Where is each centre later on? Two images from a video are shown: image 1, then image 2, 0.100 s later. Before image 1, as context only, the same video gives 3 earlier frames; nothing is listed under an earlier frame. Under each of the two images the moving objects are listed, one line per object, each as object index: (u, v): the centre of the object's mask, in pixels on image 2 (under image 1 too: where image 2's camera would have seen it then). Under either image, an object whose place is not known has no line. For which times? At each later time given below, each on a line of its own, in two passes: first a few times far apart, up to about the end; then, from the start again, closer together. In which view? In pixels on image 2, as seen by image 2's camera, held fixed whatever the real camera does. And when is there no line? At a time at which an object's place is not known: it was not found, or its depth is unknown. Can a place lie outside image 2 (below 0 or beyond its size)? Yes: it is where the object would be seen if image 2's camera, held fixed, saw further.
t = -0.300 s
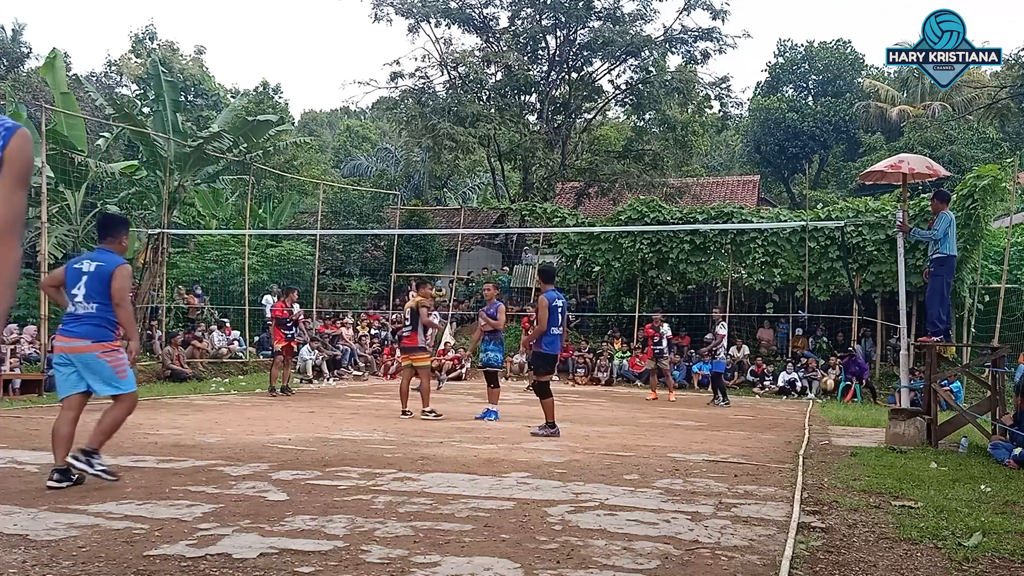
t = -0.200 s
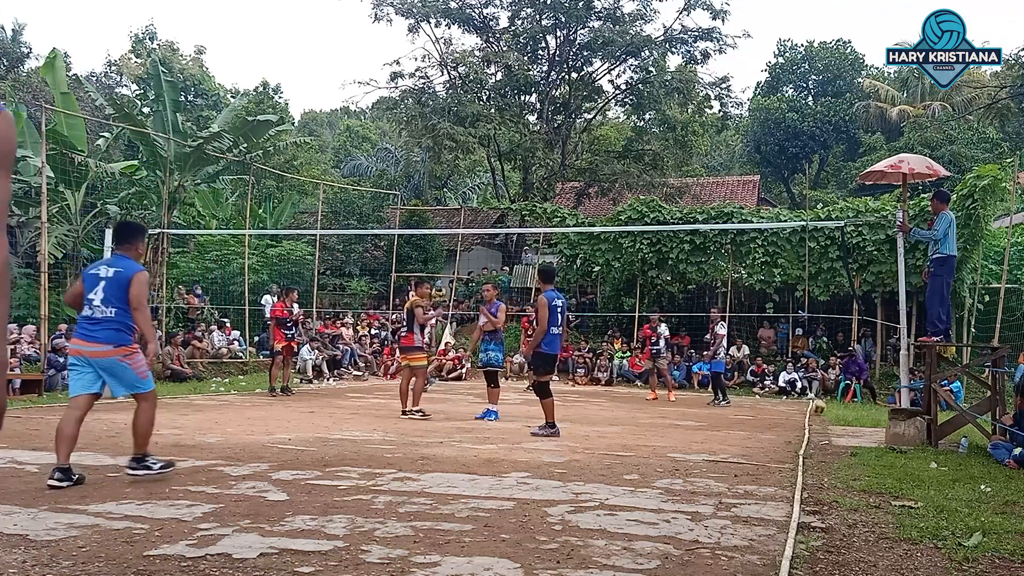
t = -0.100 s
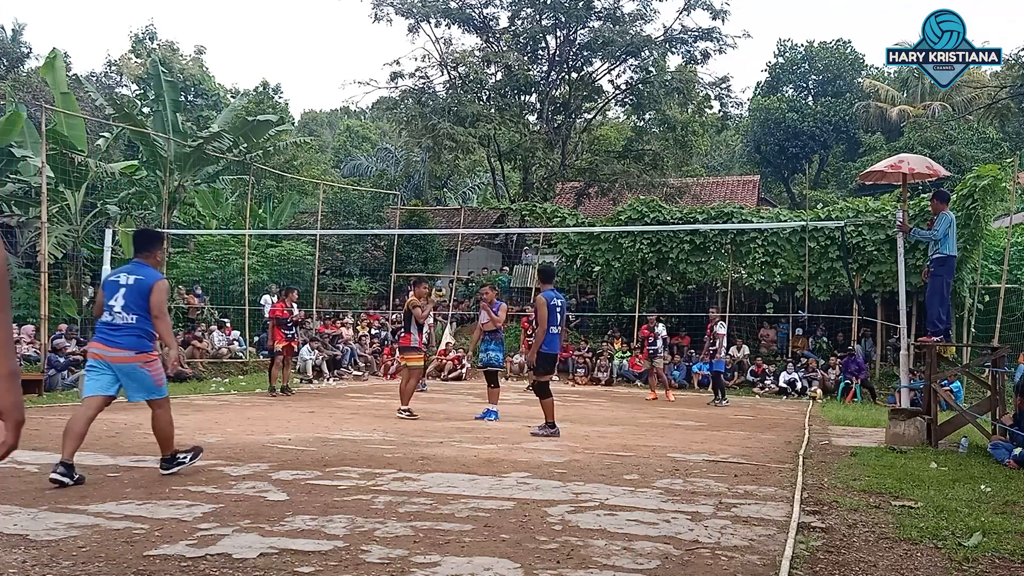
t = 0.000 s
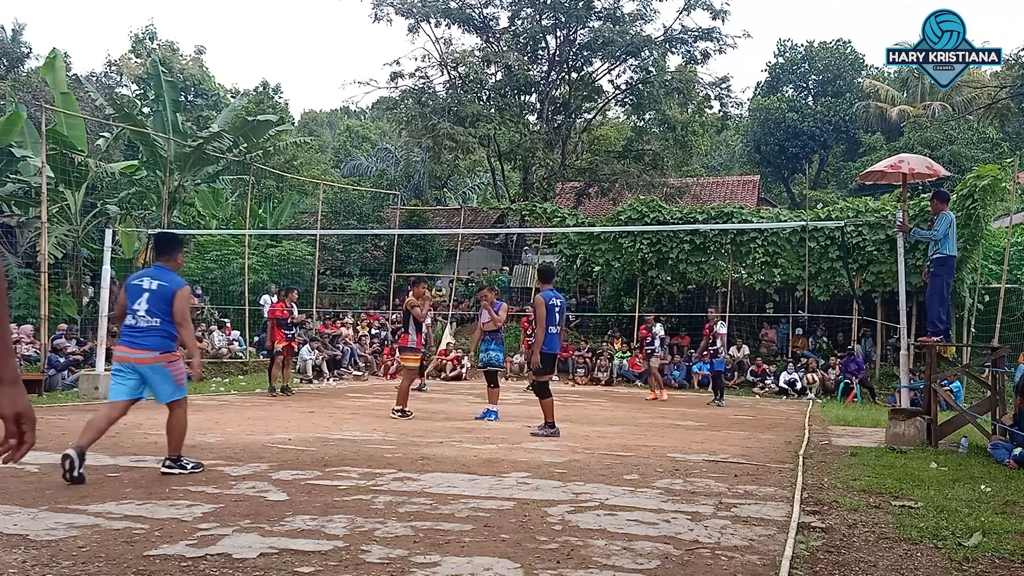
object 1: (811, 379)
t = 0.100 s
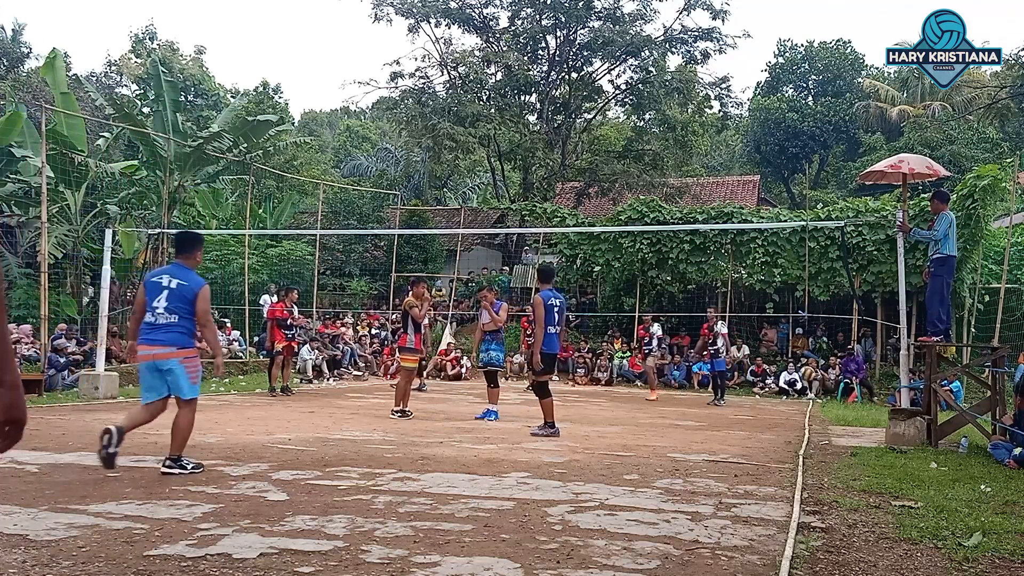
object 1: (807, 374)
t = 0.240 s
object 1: (801, 376)
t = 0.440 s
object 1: (792, 405)
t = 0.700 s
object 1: (778, 391)
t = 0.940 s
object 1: (762, 402)
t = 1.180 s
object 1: (745, 410)
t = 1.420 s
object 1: (726, 406)
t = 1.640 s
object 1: (706, 433)
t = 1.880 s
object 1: (686, 423)
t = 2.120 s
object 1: (666, 442)
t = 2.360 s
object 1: (655, 445)
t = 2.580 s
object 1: (640, 464)
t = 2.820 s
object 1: (614, 496)
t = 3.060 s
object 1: (571, 518)
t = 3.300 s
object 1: (514, 537)
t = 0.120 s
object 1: (806, 373)
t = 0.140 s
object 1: (806, 372)
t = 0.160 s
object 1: (805, 372)
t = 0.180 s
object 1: (805, 372)
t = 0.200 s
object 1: (803, 374)
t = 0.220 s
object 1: (803, 375)
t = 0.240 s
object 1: (801, 376)
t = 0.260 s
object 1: (800, 378)
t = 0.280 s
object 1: (799, 380)
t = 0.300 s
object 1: (798, 381)
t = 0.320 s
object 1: (798, 386)
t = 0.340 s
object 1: (797, 386)
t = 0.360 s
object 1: (796, 391)
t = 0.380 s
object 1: (795, 392)
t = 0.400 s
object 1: (793, 397)
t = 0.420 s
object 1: (793, 400)
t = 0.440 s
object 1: (792, 405)
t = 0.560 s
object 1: (786, 406)
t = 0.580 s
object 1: (785, 404)
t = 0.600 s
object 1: (783, 401)
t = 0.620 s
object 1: (783, 399)
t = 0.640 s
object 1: (781, 396)
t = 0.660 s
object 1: (781, 394)
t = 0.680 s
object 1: (779, 393)
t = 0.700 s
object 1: (778, 391)
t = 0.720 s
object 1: (777, 390)
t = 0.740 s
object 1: (776, 390)
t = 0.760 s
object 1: (775, 390)
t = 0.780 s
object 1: (773, 390)
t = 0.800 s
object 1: (772, 389)
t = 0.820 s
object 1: (771, 389)
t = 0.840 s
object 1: (769, 391)
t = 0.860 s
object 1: (768, 392)
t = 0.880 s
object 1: (766, 394)
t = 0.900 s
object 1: (765, 396)
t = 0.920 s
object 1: (764, 398)
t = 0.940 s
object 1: (762, 402)
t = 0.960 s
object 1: (760, 405)
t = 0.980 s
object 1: (760, 408)
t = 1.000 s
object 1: (758, 411)
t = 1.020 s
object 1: (757, 415)
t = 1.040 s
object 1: (755, 423)
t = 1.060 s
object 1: (754, 426)
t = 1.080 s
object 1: (752, 427)
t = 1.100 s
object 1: (751, 424)
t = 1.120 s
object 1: (750, 420)
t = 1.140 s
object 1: (748, 415)
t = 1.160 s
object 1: (747, 413)
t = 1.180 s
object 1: (745, 410)
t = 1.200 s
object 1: (743, 408)
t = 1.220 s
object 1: (742, 407)
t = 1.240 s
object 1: (740, 404)
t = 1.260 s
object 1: (740, 403)
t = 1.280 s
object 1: (737, 401)
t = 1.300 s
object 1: (736, 401)
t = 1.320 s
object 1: (735, 401)
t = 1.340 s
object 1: (733, 401)
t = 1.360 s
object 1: (732, 402)
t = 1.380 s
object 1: (729, 403)
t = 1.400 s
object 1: (729, 404)
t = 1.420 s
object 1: (726, 406)
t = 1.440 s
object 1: (724, 408)
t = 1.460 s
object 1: (723, 411)
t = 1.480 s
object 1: (721, 415)
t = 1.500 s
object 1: (719, 418)
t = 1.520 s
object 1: (717, 423)
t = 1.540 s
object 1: (715, 426)
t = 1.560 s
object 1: (713, 432)
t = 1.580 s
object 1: (710, 439)
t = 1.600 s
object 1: (709, 441)
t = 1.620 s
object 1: (707, 437)
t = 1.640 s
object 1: (706, 433)
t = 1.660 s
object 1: (705, 431)
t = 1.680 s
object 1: (703, 427)
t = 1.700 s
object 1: (702, 425)
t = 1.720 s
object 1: (700, 422)
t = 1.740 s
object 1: (698, 422)
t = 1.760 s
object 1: (696, 420)
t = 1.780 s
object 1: (695, 419)
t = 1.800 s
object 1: (694, 419)
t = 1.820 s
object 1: (690, 419)
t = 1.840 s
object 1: (690, 420)
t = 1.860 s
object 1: (688, 421)
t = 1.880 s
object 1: (686, 423)
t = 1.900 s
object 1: (684, 424)
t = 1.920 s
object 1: (682, 427)
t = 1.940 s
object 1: (680, 431)
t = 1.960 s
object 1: (678, 435)
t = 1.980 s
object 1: (676, 440)
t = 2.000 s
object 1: (674, 444)
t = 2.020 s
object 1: (671, 451)
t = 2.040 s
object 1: (670, 454)
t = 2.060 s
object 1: (668, 454)
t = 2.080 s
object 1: (667, 451)
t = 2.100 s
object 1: (666, 446)
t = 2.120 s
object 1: (666, 442)
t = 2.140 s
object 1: (665, 441)
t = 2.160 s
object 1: (664, 437)
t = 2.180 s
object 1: (664, 436)
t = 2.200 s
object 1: (663, 434)
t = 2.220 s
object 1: (662, 433)
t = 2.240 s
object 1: (661, 433)
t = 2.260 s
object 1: (660, 434)
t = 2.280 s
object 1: (660, 434)
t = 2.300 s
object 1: (659, 436)
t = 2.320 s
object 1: (657, 438)
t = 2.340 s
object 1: (657, 441)
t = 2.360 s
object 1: (655, 445)
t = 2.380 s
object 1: (655, 448)
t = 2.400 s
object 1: (654, 453)
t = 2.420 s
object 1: (653, 460)
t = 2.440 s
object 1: (653, 465)
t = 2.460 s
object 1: (651, 474)
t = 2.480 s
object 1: (649, 476)
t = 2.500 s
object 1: (648, 475)
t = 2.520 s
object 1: (646, 473)
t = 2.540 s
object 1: (644, 469)
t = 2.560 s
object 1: (642, 466)
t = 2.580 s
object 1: (640, 464)
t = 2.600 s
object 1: (638, 463)
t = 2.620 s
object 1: (637, 462)
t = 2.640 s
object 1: (634, 462)
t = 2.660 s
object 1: (633, 462)
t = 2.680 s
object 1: (631, 463)
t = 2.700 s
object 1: (628, 466)
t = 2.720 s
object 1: (626, 469)
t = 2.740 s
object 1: (623, 472)
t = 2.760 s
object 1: (620, 476)
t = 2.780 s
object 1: (619, 480)
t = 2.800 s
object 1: (616, 489)
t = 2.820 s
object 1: (614, 496)
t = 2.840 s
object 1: (611, 505)
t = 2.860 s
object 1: (608, 507)
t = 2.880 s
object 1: (604, 507)
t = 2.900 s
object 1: (601, 504)
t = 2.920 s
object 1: (598, 503)
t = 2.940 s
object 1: (594, 502)
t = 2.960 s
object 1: (591, 503)
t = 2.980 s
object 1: (588, 503)
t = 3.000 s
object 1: (584, 505)
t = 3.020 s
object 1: (581, 508)
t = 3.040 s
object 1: (575, 512)
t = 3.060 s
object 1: (571, 518)
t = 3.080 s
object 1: (568, 524)
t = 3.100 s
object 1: (563, 533)
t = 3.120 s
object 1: (559, 537)
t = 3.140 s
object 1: (554, 539)
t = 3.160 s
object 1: (550, 537)
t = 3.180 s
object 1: (545, 534)
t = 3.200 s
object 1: (539, 530)
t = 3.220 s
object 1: (535, 530)
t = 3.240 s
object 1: (528, 531)
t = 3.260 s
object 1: (524, 533)
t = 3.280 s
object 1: (518, 534)
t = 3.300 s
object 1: (514, 537)
